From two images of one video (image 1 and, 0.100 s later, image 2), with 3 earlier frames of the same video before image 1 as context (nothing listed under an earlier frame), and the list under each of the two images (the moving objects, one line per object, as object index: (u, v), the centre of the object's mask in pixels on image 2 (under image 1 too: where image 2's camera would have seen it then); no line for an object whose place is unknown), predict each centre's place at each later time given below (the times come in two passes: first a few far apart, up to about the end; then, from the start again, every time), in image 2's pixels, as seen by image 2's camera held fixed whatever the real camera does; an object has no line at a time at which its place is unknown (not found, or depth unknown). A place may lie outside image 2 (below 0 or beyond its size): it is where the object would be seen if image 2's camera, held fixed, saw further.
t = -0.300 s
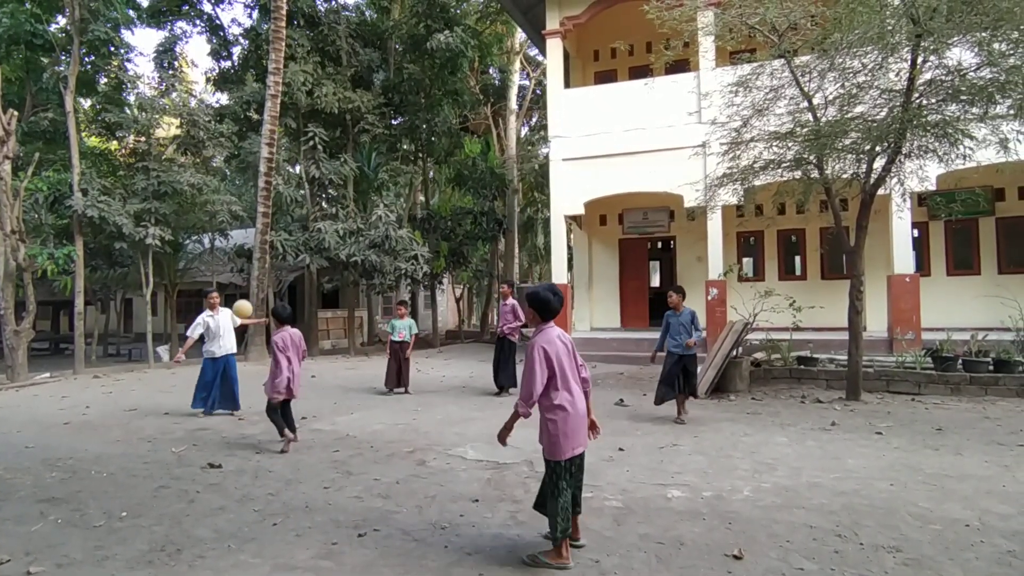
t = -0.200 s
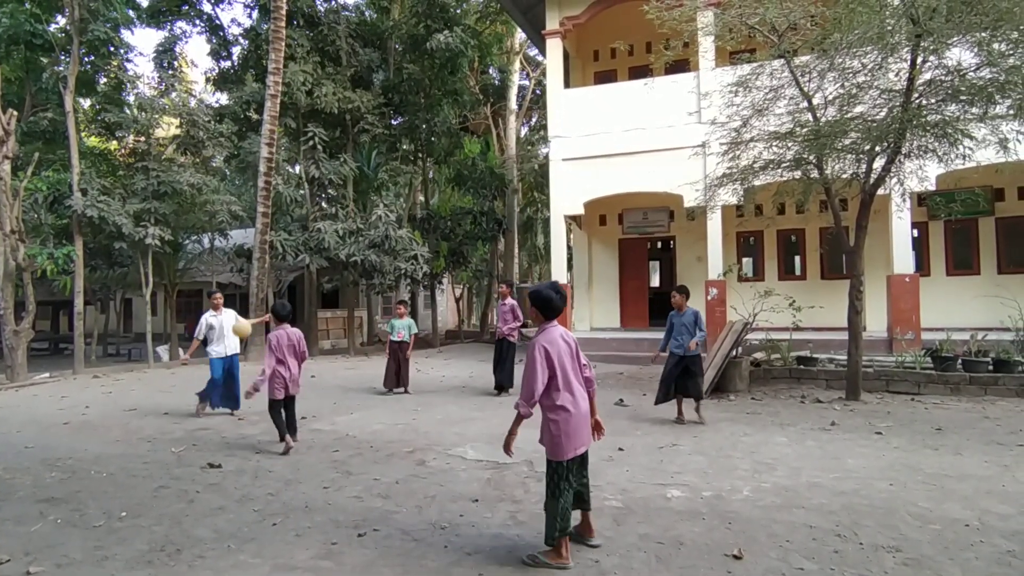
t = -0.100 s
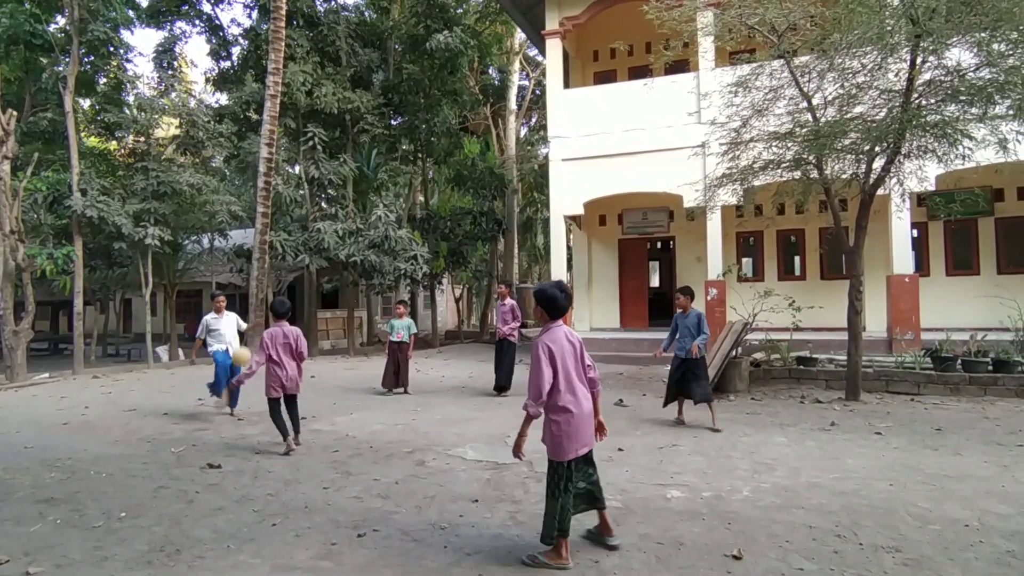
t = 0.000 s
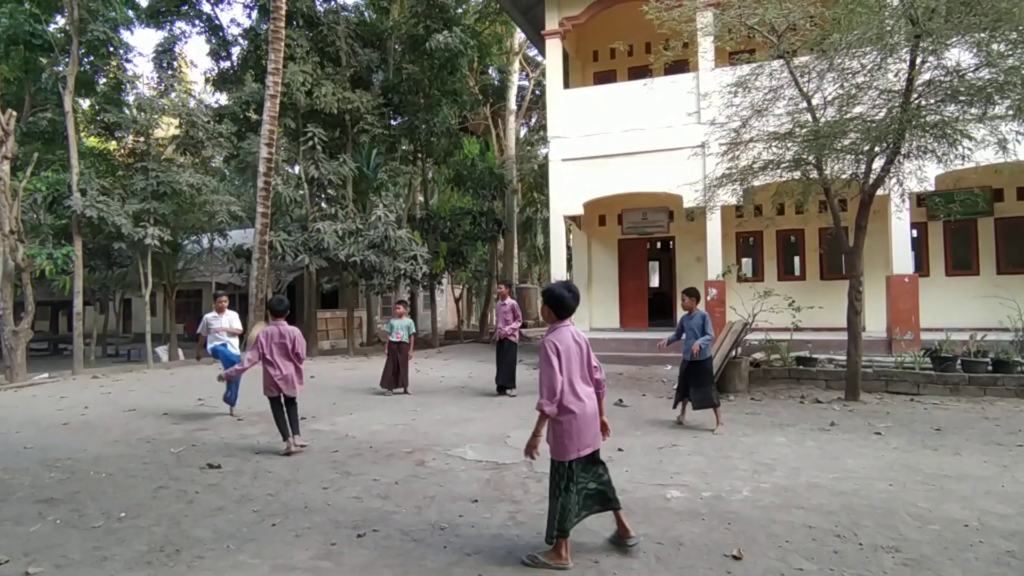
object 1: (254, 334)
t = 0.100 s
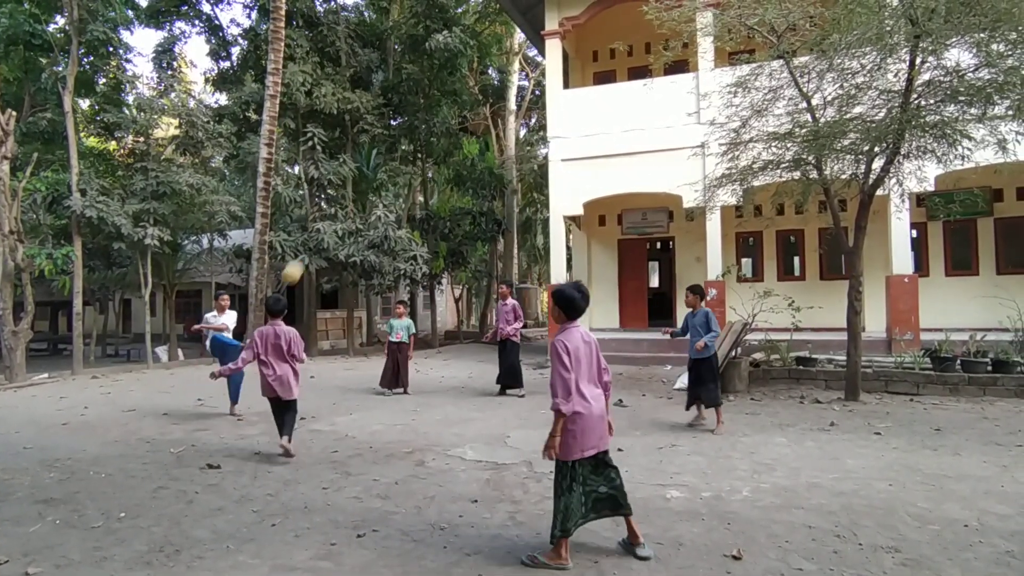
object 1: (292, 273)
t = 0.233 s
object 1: (335, 205)
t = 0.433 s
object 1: (393, 140)
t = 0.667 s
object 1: (453, 109)
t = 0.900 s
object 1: (506, 119)
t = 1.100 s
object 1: (545, 159)
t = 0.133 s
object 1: (304, 253)
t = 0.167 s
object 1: (315, 236)
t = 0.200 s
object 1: (325, 220)
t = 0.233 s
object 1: (335, 205)
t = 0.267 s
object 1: (346, 192)
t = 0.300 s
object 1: (355, 179)
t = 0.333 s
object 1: (365, 168)
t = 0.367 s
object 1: (374, 157)
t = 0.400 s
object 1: (383, 148)
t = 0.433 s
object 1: (393, 140)
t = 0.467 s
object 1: (402, 132)
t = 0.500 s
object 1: (411, 126)
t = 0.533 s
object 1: (420, 121)
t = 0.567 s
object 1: (428, 117)
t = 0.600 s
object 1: (437, 113)
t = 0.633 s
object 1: (445, 111)
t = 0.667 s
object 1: (453, 109)
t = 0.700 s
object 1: (461, 108)
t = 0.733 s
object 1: (469, 107)
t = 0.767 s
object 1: (477, 109)
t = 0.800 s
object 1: (484, 110)
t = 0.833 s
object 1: (492, 112)
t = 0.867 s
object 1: (499, 115)
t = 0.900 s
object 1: (506, 119)
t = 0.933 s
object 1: (513, 124)
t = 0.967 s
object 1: (520, 129)
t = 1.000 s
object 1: (527, 135)
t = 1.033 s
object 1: (533, 142)
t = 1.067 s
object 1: (539, 149)
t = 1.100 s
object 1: (545, 159)
